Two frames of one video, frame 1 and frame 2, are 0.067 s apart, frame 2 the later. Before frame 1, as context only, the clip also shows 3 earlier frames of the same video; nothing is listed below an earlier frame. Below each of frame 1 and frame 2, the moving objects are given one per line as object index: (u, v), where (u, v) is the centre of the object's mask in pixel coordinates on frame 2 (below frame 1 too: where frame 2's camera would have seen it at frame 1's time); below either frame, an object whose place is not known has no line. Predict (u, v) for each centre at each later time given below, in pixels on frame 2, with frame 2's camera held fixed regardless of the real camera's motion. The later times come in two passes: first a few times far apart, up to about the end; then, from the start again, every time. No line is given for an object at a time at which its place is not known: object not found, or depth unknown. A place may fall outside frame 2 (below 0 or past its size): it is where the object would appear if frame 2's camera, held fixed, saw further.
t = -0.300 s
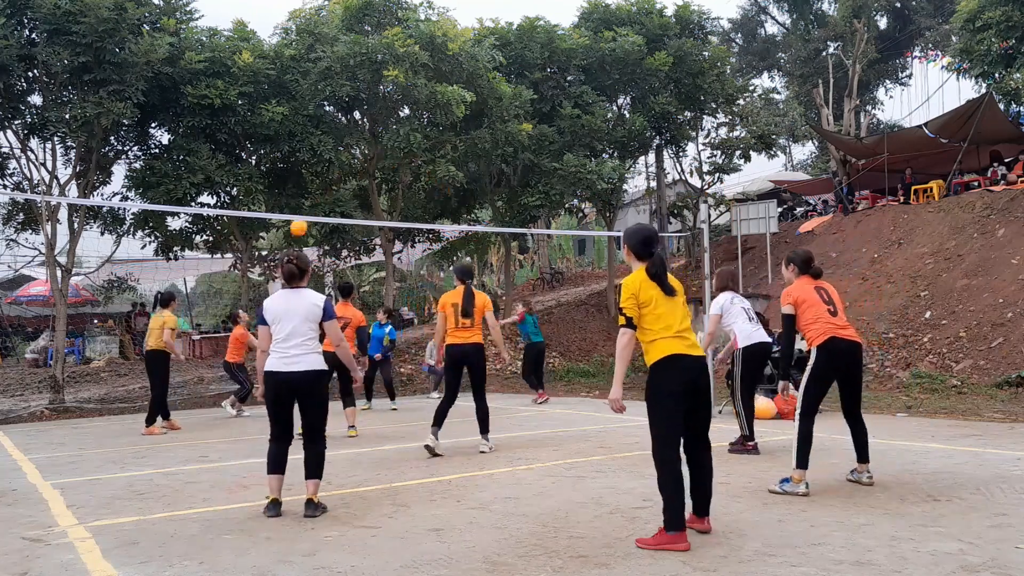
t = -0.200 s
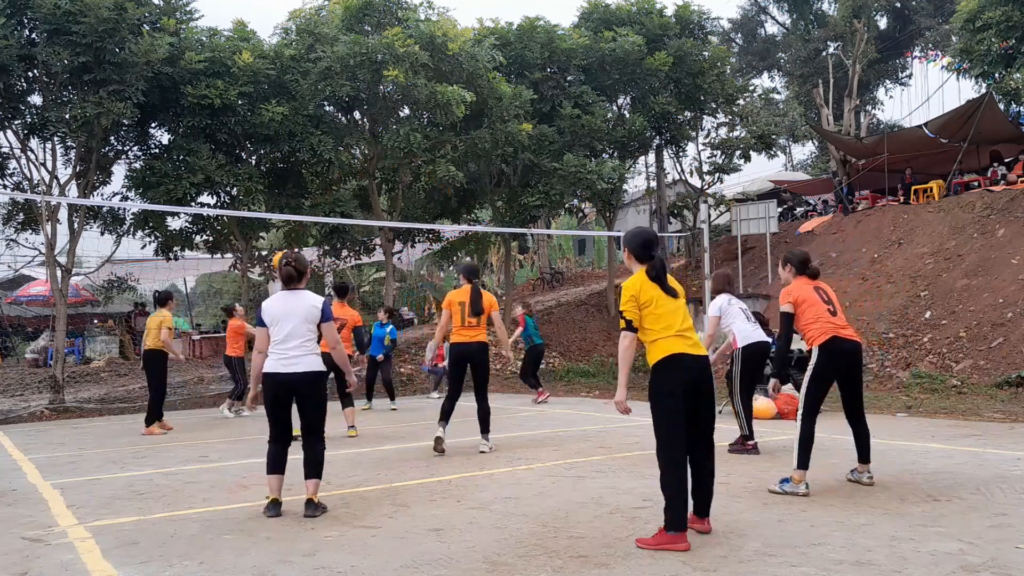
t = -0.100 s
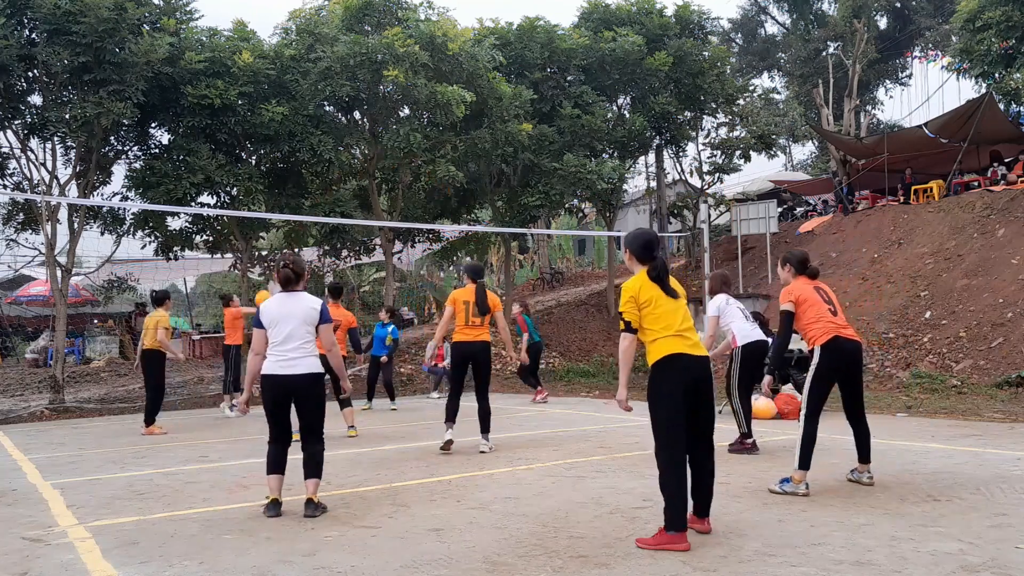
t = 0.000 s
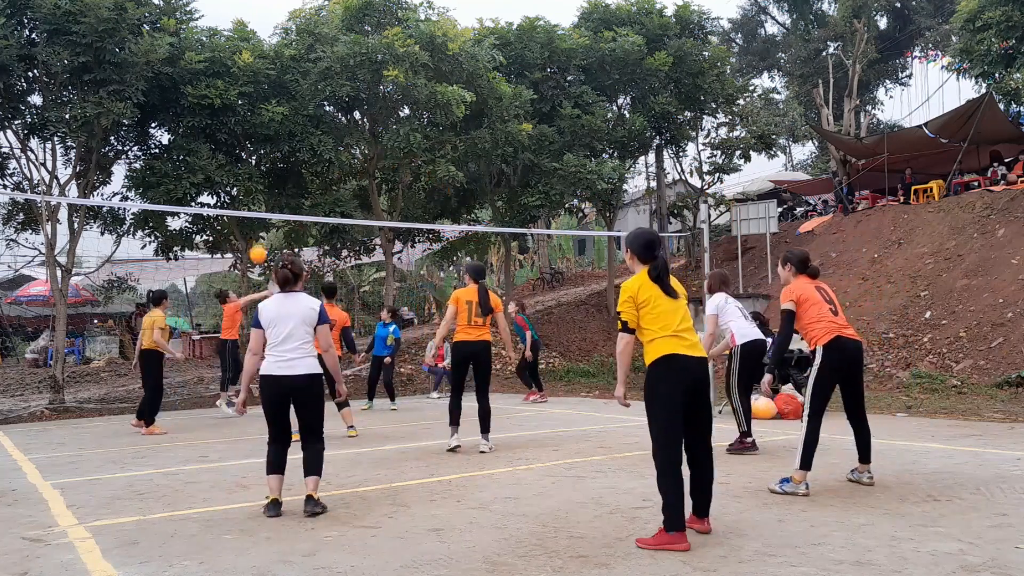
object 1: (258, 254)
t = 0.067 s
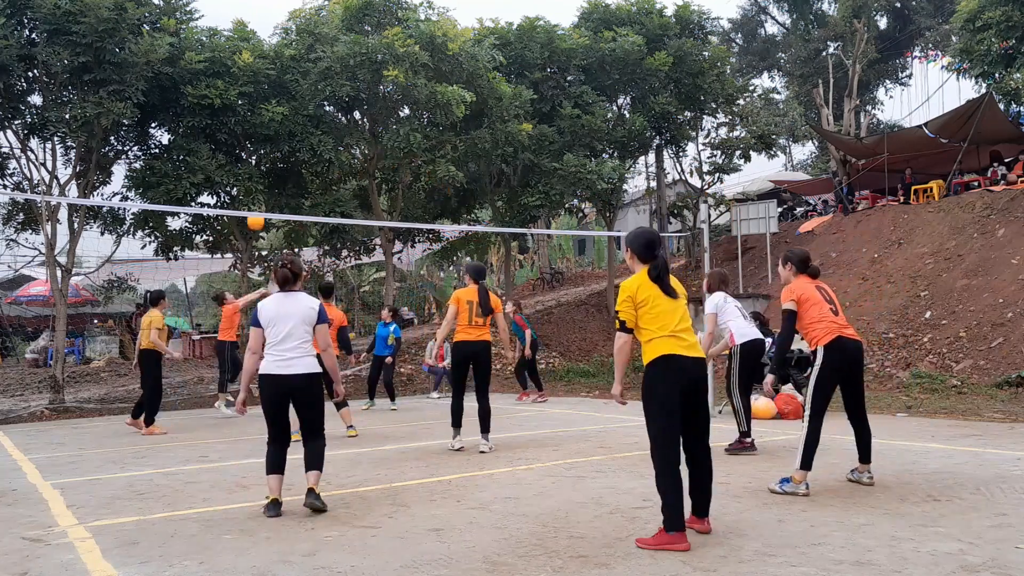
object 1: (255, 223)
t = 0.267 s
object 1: (251, 138)
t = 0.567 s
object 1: (245, 66)
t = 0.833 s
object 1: (242, 55)
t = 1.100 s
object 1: (237, 96)
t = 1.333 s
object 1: (232, 182)
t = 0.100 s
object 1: (255, 204)
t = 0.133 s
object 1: (253, 190)
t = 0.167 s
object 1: (253, 176)
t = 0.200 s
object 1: (252, 163)
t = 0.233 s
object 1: (251, 150)
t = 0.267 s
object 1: (251, 138)
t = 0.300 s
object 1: (250, 127)
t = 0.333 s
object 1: (249, 117)
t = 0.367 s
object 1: (248, 107)
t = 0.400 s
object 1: (248, 98)
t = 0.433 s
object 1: (247, 90)
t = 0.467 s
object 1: (247, 83)
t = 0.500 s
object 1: (246, 77)
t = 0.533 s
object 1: (246, 71)
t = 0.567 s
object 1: (245, 66)
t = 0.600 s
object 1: (245, 62)
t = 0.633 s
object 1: (244, 59)
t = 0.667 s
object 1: (244, 56)
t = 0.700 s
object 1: (243, 54)
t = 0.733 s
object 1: (243, 54)
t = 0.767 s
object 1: (243, 54)
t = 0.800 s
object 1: (243, 54)
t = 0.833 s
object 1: (242, 55)
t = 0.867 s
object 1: (241, 57)
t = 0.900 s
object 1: (241, 60)
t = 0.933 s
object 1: (240, 63)
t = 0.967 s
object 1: (240, 68)
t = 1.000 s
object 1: (239, 74)
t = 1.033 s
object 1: (238, 80)
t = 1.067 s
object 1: (238, 88)
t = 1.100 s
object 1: (237, 96)
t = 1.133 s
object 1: (236, 106)
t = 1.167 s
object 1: (236, 116)
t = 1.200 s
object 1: (235, 127)
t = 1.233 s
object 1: (234, 140)
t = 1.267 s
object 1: (234, 153)
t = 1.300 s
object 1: (233, 167)
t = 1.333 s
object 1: (232, 182)
